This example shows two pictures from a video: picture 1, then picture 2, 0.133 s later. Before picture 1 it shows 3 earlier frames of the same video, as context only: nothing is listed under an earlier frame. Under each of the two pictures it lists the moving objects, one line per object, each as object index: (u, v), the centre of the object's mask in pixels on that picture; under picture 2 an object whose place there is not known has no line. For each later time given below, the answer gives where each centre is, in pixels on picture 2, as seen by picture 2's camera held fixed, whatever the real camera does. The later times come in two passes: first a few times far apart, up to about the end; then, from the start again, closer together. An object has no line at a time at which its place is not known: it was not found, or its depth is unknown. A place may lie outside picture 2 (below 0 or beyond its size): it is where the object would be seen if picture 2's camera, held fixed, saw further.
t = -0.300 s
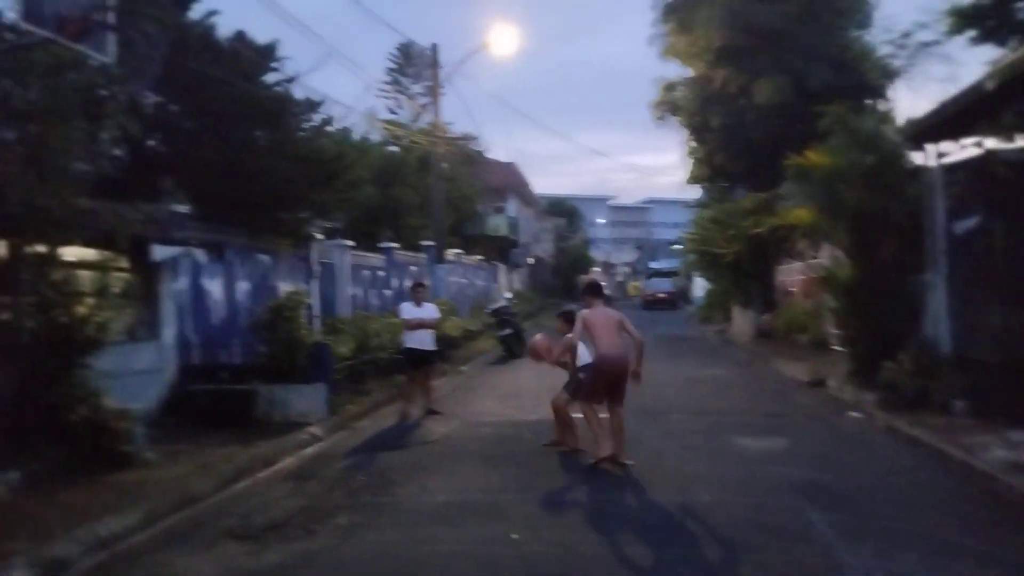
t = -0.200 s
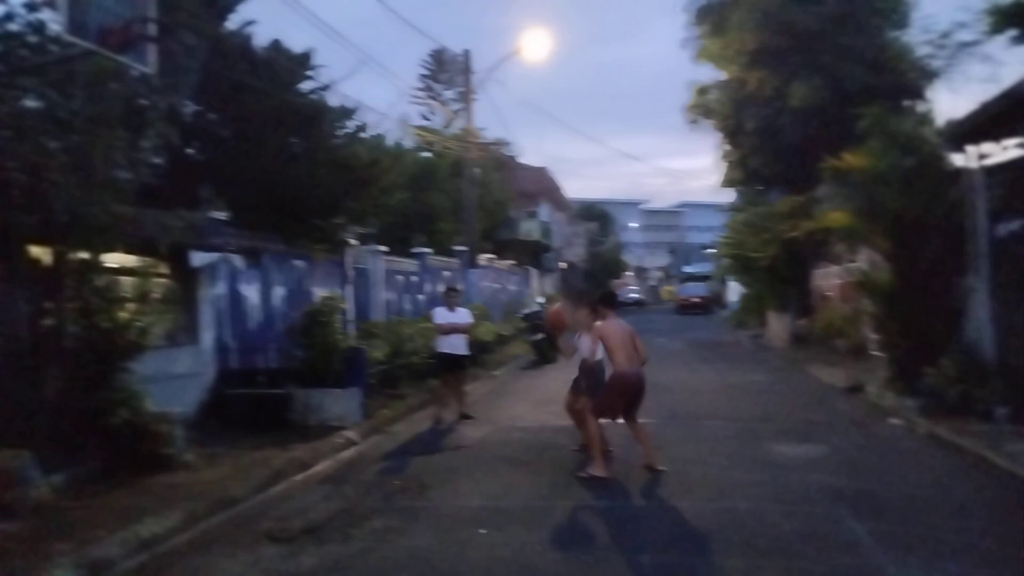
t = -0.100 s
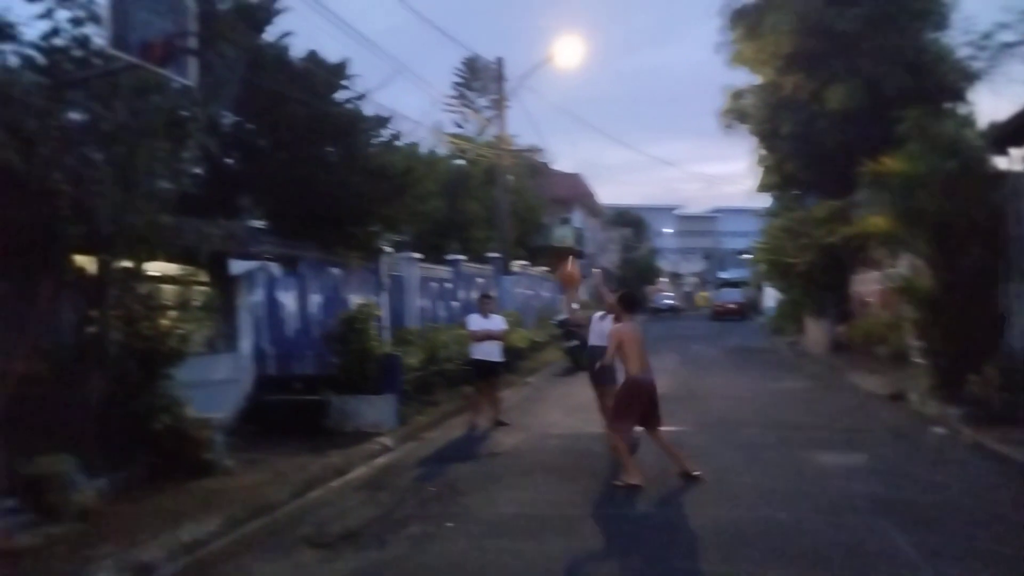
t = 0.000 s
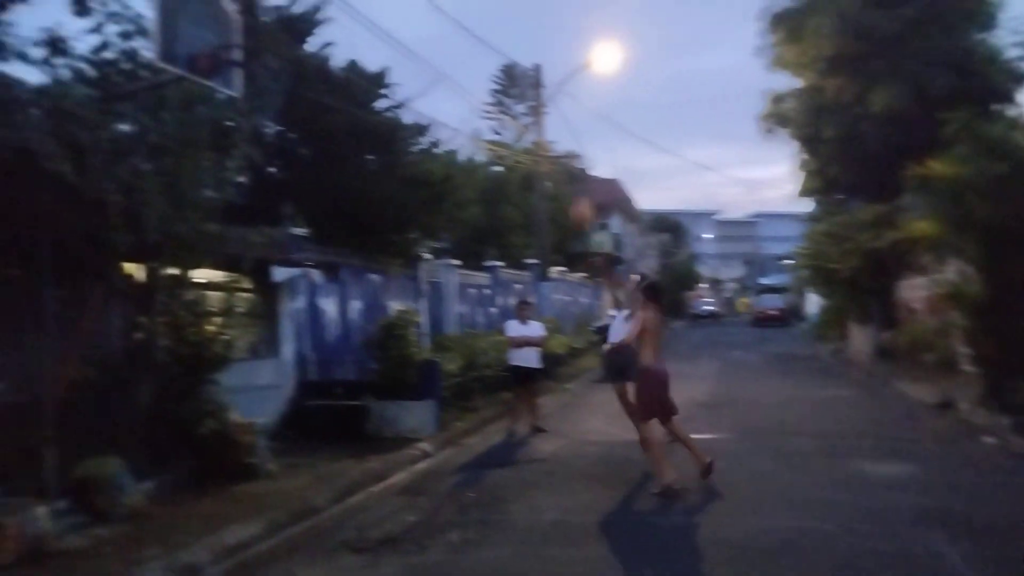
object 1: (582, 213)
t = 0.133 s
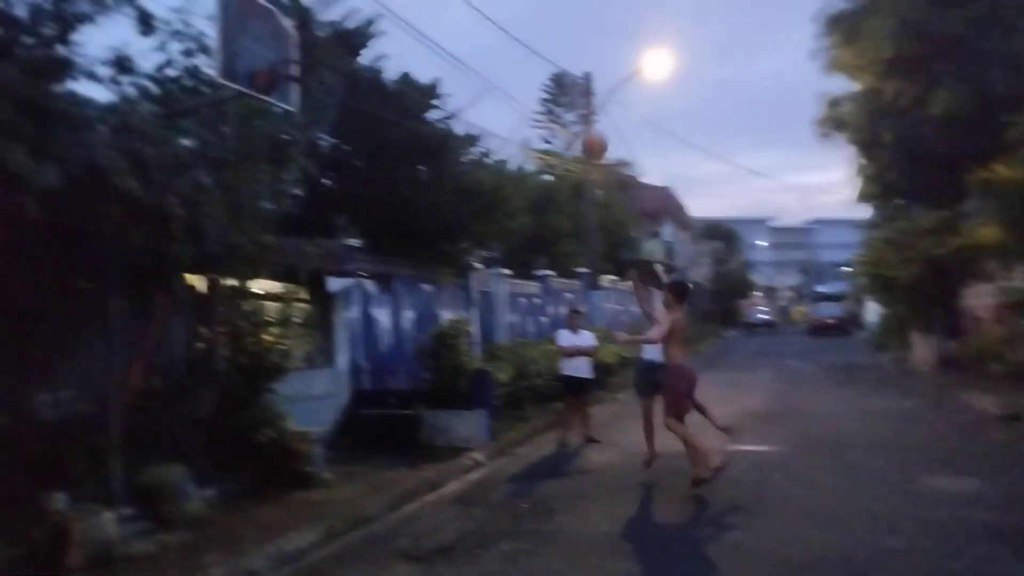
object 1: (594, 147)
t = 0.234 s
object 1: (564, 94)
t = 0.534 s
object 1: (469, 4)
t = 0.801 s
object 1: (372, 20)
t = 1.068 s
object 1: (301, 35)
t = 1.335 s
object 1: (314, 43)
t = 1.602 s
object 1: (332, 102)
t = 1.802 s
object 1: (343, 194)
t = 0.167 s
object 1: (584, 128)
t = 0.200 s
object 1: (576, 110)
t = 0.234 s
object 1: (564, 94)
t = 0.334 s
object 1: (534, 54)
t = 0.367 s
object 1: (523, 42)
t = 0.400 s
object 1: (513, 32)
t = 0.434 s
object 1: (502, 23)
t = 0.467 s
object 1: (491, 15)
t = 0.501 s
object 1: (480, 8)
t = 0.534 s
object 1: (469, 4)
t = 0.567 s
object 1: (457, 0)
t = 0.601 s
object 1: (446, -2)
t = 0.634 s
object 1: (434, -3)
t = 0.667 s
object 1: (422, -2)
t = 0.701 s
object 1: (410, 1)
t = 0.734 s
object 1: (398, 5)
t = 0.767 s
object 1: (385, 11)
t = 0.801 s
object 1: (372, 20)
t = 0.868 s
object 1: (347, 37)
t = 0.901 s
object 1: (334, 50)
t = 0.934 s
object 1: (320, 59)
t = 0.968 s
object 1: (314, 54)
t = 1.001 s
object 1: (309, 46)
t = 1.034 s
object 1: (305, 41)
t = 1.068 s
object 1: (301, 35)
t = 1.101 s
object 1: (300, 31)
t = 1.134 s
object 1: (302, 28)
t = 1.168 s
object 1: (303, 27)
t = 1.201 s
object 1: (305, 27)
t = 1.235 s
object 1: (307, 28)
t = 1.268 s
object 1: (309, 32)
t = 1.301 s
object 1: (312, 36)
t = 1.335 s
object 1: (314, 43)
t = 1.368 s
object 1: (317, 47)
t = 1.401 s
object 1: (319, 55)
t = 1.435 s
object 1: (321, 67)
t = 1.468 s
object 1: (323, 71)
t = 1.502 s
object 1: (327, 80)
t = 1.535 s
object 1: (328, 84)
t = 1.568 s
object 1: (331, 93)
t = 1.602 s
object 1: (332, 102)
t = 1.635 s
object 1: (333, 114)
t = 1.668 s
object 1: (335, 127)
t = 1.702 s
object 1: (337, 143)
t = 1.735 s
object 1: (339, 157)
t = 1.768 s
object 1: (342, 174)
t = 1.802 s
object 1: (343, 194)
